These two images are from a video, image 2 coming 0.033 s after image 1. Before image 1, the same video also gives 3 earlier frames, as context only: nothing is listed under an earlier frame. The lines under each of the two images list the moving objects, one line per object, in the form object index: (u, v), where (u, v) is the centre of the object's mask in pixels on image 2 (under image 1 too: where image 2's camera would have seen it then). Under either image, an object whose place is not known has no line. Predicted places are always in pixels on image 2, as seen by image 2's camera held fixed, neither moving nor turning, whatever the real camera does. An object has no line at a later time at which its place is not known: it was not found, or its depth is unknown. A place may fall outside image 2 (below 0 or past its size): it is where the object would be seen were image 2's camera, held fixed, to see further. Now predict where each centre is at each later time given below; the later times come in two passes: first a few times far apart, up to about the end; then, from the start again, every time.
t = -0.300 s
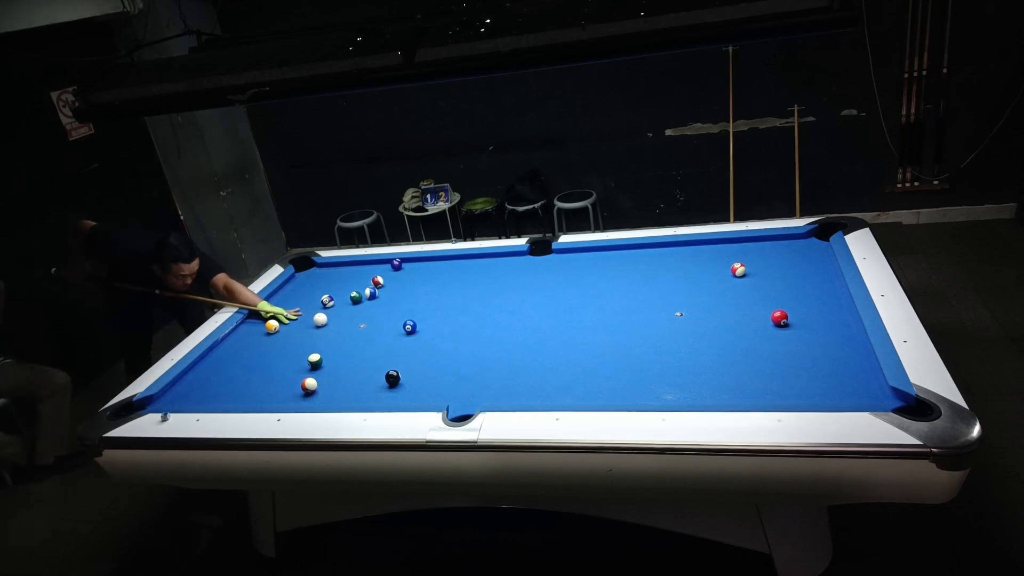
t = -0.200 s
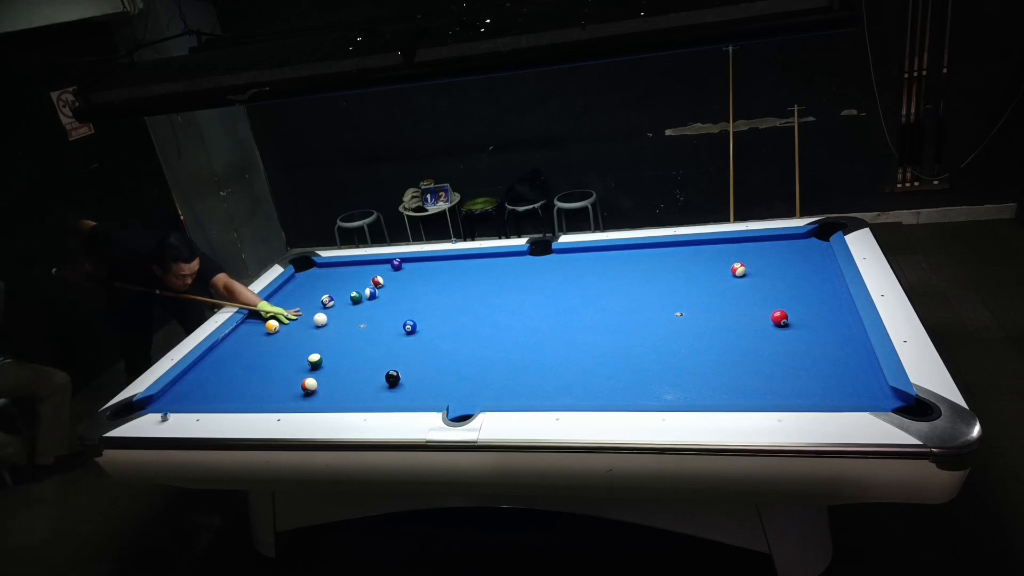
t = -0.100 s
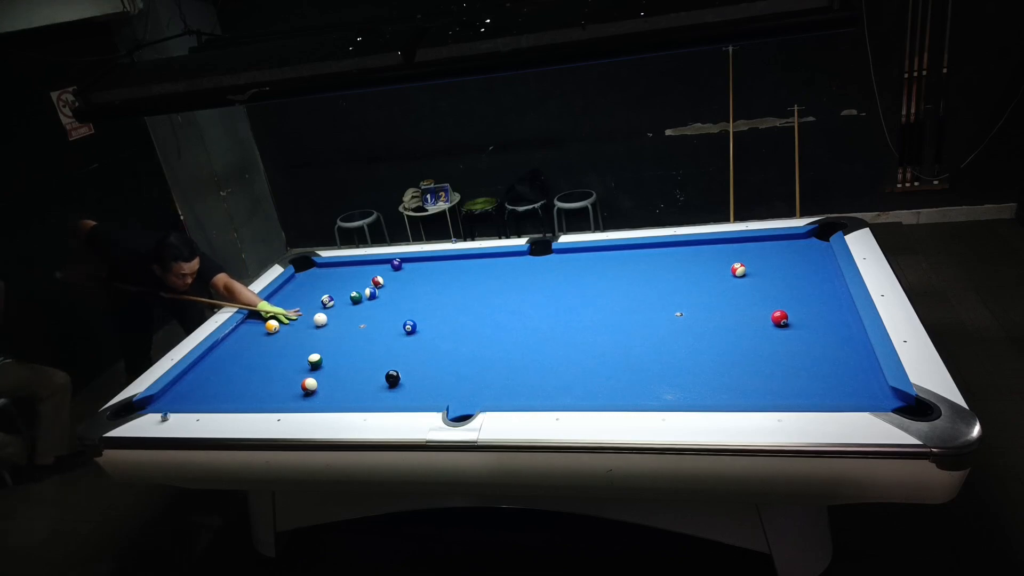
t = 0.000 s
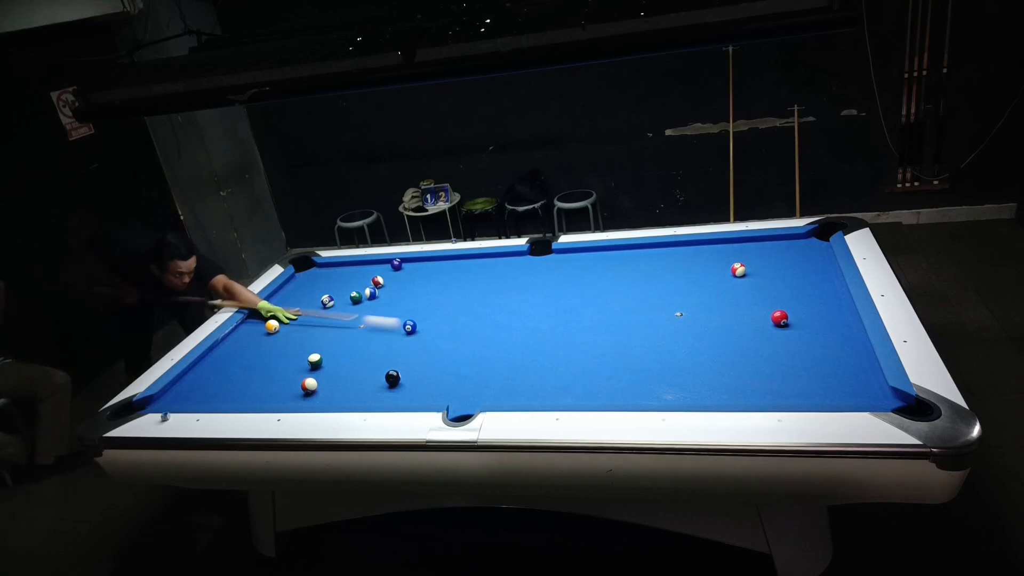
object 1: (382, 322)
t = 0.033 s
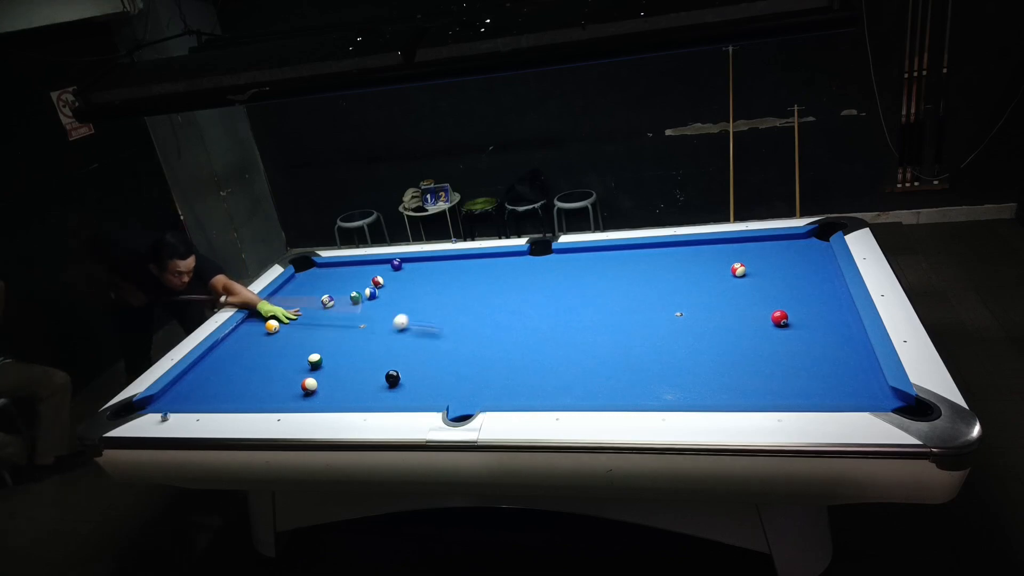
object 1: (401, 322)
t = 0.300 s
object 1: (437, 310)
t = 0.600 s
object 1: (477, 297)
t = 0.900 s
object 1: (513, 286)
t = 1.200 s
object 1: (547, 275)
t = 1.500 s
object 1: (577, 265)
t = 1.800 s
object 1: (606, 255)
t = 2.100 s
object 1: (631, 247)
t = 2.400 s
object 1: (644, 250)
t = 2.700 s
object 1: (656, 253)
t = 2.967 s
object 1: (665, 254)
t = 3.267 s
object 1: (674, 256)
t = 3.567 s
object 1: (681, 258)
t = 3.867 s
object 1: (687, 259)
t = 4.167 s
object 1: (691, 260)
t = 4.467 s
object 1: (693, 261)
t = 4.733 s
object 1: (693, 261)
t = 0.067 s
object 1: (405, 319)
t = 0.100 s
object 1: (409, 317)
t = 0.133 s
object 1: (414, 317)
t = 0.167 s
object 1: (418, 315)
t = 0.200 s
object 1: (423, 314)
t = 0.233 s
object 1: (427, 312)
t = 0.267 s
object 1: (432, 311)
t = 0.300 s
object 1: (437, 310)
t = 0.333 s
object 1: (442, 308)
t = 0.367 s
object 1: (446, 307)
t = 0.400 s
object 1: (451, 305)
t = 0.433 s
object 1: (455, 304)
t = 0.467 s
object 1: (460, 303)
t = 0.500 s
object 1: (464, 301)
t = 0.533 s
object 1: (468, 300)
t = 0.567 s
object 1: (473, 298)
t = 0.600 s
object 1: (477, 297)
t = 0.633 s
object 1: (481, 296)
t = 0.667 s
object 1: (485, 294)
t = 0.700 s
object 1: (489, 293)
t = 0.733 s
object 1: (493, 292)
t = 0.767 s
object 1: (497, 291)
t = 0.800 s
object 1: (501, 289)
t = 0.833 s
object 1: (505, 288)
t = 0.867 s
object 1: (509, 287)
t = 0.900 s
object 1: (513, 286)
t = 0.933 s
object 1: (517, 284)
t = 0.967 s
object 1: (521, 283)
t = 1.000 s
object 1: (524, 282)
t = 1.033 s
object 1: (528, 281)
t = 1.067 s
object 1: (532, 279)
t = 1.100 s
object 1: (535, 278)
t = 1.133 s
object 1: (539, 277)
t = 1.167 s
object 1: (543, 276)
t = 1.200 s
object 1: (547, 275)
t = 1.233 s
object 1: (550, 274)
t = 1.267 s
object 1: (554, 273)
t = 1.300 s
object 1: (557, 271)
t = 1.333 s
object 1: (561, 270)
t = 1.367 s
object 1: (564, 269)
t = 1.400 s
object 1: (568, 268)
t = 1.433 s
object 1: (571, 267)
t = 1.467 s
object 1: (574, 266)
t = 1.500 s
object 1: (577, 265)
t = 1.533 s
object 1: (581, 264)
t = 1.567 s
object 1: (584, 263)
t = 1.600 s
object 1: (587, 261)
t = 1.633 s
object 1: (590, 260)
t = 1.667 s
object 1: (594, 259)
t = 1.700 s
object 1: (596, 258)
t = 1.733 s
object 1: (599, 258)
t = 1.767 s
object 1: (603, 256)
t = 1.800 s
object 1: (606, 255)
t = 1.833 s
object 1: (609, 254)
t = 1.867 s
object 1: (612, 253)
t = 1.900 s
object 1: (614, 252)
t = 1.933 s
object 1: (617, 251)
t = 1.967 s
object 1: (620, 251)
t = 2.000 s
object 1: (623, 250)
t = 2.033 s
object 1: (626, 249)
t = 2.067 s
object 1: (629, 248)
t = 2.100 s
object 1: (631, 247)
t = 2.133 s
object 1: (633, 248)
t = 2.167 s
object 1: (634, 248)
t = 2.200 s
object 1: (636, 248)
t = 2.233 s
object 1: (637, 249)
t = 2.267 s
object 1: (638, 249)
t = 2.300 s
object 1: (640, 249)
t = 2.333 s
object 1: (641, 250)
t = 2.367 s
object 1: (643, 250)
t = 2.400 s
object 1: (644, 250)
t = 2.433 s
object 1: (646, 250)
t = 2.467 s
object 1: (647, 251)
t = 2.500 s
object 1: (648, 251)
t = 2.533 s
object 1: (649, 251)
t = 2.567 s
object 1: (651, 252)
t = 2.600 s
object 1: (652, 252)
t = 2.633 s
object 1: (653, 252)
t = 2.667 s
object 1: (655, 252)
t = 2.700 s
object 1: (656, 253)
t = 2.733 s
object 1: (657, 253)
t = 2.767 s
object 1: (658, 253)
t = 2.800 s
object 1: (659, 253)
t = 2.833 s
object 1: (661, 253)
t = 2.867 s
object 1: (662, 254)
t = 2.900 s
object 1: (663, 254)
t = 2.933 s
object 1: (664, 254)
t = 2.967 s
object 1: (665, 254)
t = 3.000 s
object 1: (666, 255)
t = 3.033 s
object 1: (667, 255)
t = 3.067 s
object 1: (668, 255)
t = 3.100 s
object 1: (669, 255)
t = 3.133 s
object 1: (670, 256)
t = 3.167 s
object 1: (671, 256)
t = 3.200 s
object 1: (672, 256)
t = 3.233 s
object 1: (673, 256)
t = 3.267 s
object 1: (674, 256)
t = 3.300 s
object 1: (675, 257)
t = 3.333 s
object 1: (676, 257)
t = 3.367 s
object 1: (677, 257)
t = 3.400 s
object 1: (678, 257)
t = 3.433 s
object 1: (678, 257)
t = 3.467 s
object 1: (679, 257)
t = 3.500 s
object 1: (680, 258)
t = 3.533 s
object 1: (681, 258)
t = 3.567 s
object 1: (681, 258)
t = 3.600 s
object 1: (682, 258)
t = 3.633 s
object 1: (683, 258)
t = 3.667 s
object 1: (683, 259)
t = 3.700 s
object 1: (684, 259)
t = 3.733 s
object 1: (685, 259)
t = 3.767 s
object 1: (685, 259)
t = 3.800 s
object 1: (686, 259)
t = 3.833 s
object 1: (686, 259)
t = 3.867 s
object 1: (687, 259)
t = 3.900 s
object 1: (687, 259)
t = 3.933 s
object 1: (688, 260)
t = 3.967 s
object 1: (688, 260)
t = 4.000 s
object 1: (689, 260)
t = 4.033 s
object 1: (689, 260)
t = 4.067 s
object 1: (690, 260)
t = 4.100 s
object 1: (690, 260)
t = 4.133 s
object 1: (690, 260)
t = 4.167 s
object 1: (691, 260)
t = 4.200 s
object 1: (691, 260)
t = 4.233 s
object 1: (691, 260)
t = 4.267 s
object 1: (692, 261)
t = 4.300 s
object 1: (692, 261)
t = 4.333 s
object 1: (692, 261)
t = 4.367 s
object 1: (692, 261)
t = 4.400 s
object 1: (692, 261)
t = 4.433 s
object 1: (693, 261)
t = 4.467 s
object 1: (693, 261)
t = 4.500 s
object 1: (693, 261)
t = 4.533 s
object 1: (693, 261)
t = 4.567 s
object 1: (693, 261)
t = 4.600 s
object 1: (693, 261)
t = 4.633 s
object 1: (693, 261)
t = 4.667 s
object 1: (693, 261)
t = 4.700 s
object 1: (693, 261)
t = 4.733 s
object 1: (693, 261)
